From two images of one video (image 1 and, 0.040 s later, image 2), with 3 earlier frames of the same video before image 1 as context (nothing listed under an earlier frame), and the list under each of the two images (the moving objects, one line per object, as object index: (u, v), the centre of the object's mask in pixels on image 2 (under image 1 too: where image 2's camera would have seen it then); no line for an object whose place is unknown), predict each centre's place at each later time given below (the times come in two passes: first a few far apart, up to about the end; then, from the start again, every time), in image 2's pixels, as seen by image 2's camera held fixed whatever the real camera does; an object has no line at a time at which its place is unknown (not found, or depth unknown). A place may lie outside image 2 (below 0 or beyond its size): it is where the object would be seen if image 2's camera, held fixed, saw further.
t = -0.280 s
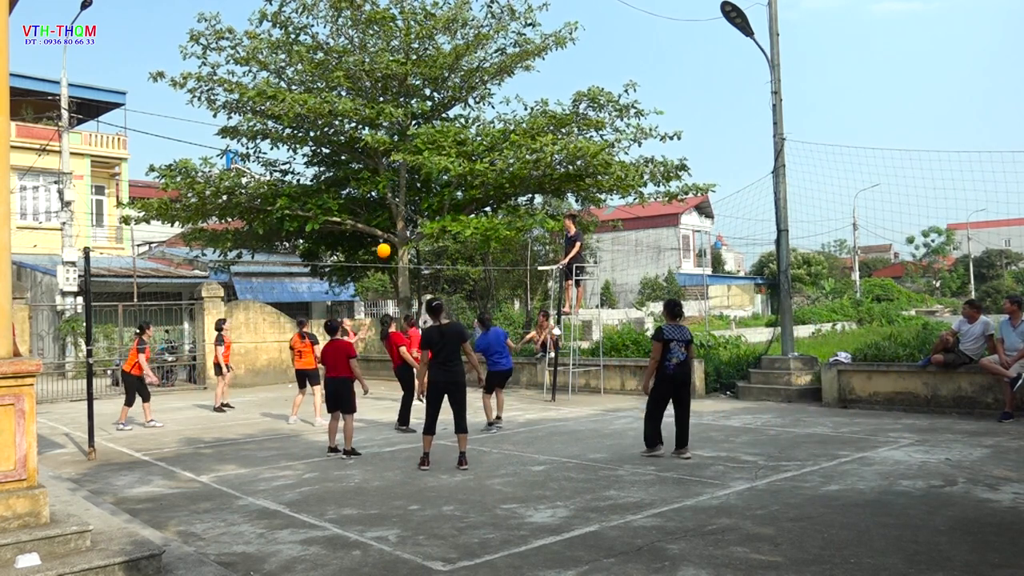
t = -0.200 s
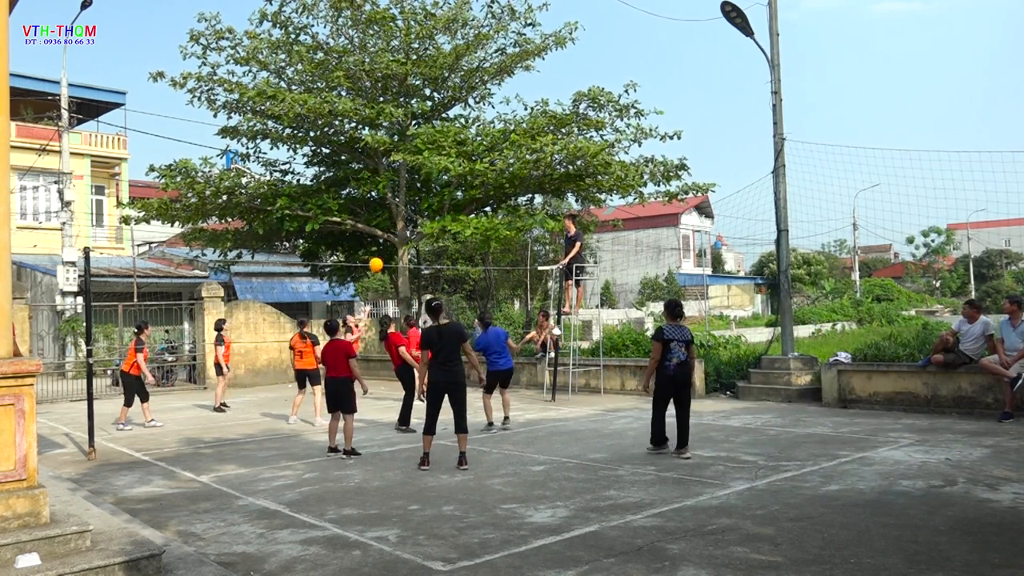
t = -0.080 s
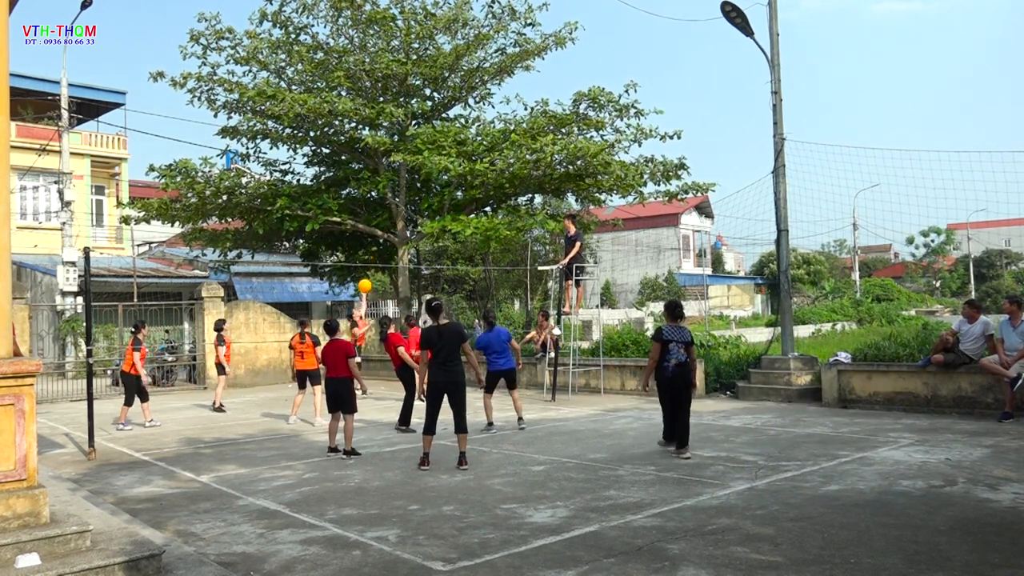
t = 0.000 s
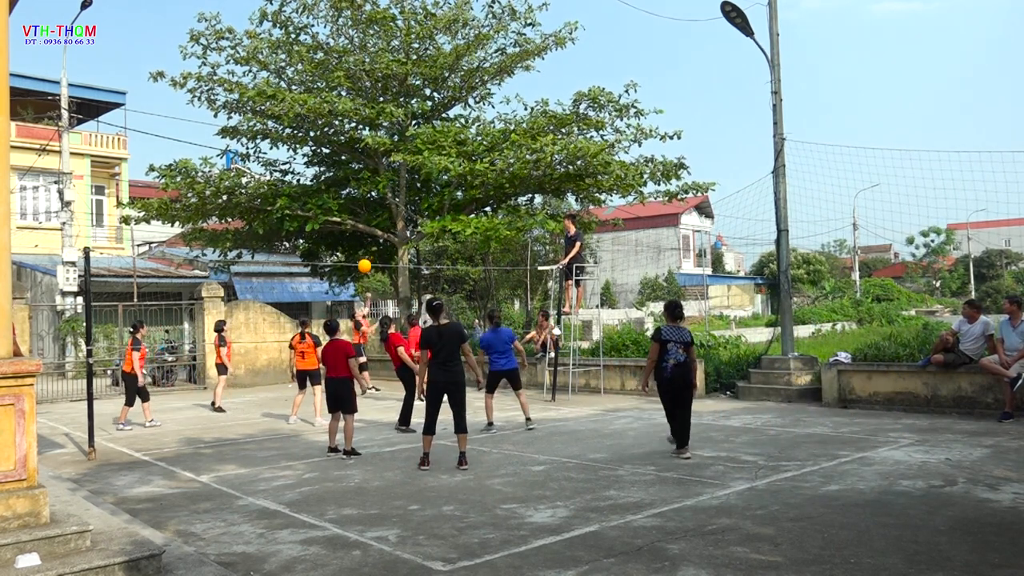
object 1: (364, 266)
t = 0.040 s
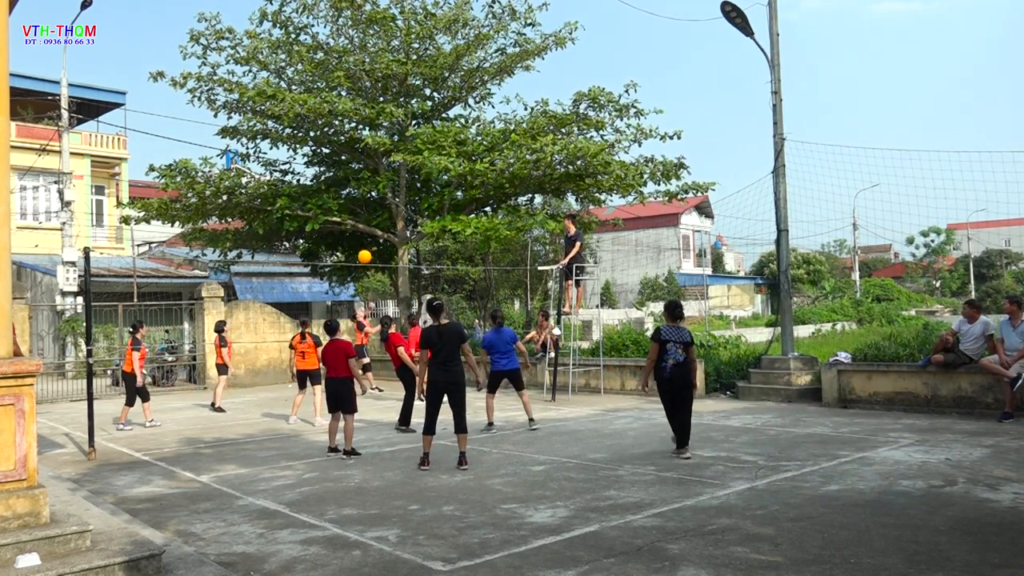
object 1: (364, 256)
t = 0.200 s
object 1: (365, 227)
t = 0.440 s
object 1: (366, 207)
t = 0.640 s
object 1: (367, 212)
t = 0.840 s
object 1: (369, 237)
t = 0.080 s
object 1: (364, 248)
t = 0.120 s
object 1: (364, 240)
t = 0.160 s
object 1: (364, 233)
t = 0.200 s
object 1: (365, 227)
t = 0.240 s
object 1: (365, 222)
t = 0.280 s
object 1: (365, 217)
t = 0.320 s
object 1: (365, 213)
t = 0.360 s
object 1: (365, 210)
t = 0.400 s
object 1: (365, 208)
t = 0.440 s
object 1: (366, 207)
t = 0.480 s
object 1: (366, 206)
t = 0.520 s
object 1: (366, 206)
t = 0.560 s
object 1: (367, 207)
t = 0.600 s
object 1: (367, 209)
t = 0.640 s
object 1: (367, 212)
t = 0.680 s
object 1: (368, 215)
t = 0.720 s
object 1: (368, 220)
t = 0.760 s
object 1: (369, 224)
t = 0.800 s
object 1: (369, 230)
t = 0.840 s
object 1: (369, 237)
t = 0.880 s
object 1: (370, 245)
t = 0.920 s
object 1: (370, 252)
